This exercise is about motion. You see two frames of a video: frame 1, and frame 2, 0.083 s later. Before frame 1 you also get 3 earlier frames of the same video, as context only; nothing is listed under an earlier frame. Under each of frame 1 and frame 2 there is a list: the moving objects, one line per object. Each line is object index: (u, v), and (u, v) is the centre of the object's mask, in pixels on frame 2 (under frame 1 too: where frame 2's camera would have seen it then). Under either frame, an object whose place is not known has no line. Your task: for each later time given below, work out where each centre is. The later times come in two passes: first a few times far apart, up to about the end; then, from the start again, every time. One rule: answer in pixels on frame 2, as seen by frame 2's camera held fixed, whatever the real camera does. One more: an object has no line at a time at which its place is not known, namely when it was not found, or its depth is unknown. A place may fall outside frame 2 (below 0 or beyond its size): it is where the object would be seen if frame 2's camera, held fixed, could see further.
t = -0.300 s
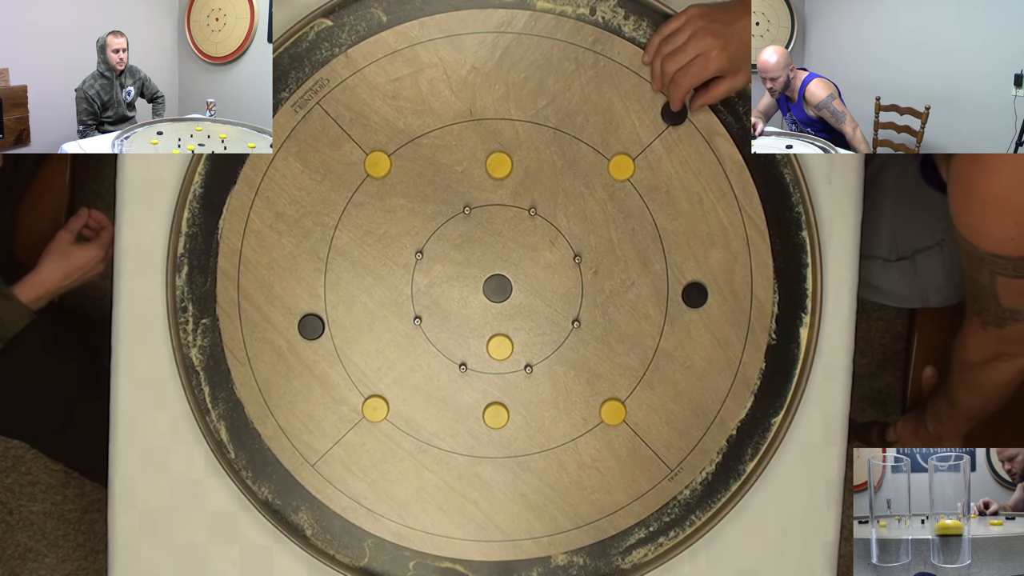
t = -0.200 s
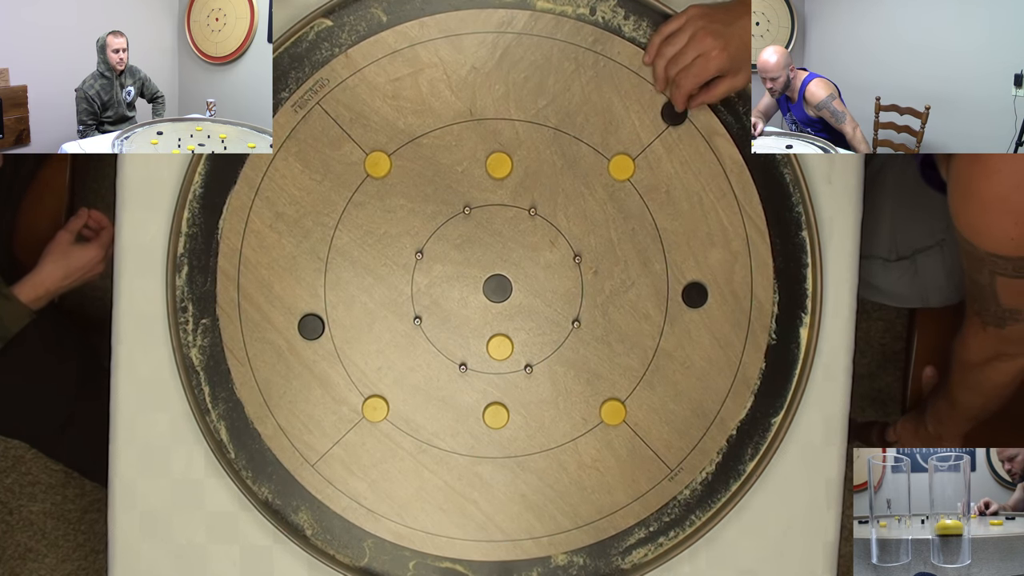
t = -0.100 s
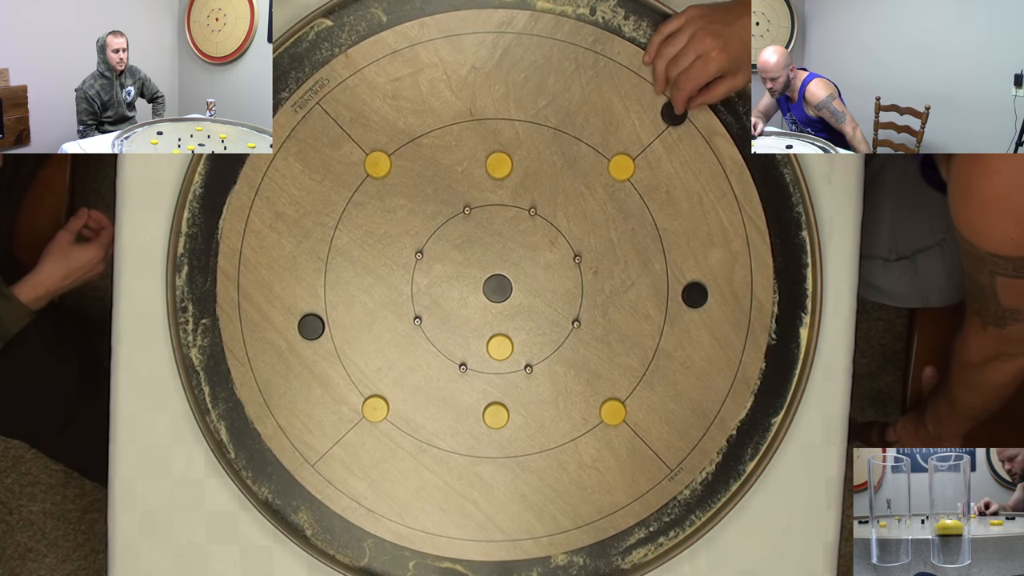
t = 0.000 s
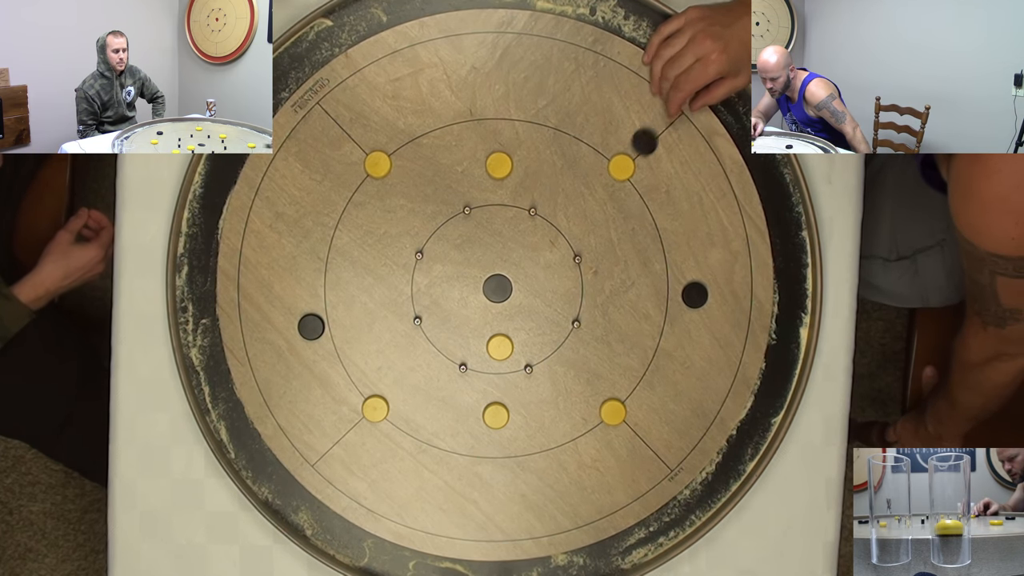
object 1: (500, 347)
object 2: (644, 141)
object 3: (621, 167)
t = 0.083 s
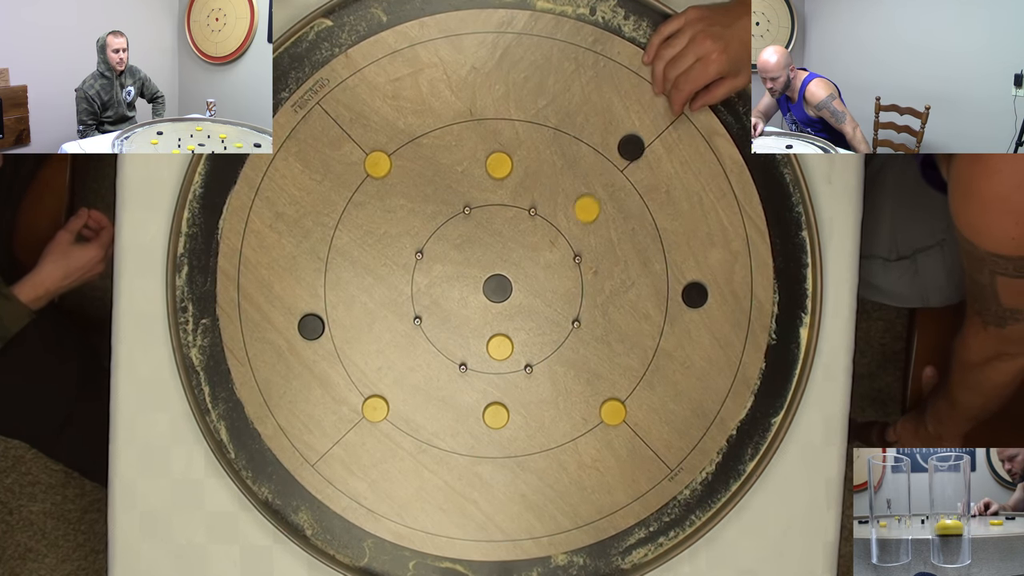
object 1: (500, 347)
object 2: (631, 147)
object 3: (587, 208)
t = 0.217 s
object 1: (500, 347)
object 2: (620, 149)
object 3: (532, 274)
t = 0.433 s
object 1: (501, 354)
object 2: (613, 152)
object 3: (476, 328)
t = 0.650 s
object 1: (501, 356)
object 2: (612, 153)
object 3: (463, 333)
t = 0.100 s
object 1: (500, 347)
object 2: (629, 147)
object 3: (579, 218)
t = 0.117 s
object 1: (500, 347)
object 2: (627, 148)
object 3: (571, 227)
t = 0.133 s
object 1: (500, 347)
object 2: (626, 148)
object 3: (564, 236)
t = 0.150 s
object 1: (500, 347)
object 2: (624, 148)
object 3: (557, 244)
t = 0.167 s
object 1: (500, 347)
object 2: (623, 148)
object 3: (550, 252)
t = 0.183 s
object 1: (500, 347)
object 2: (622, 148)
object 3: (544, 260)
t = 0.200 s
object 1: (500, 347)
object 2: (621, 149)
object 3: (538, 267)
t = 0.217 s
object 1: (500, 347)
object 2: (620, 149)
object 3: (532, 274)
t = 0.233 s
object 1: (500, 347)
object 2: (619, 149)
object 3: (526, 280)
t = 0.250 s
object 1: (499, 347)
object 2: (618, 149)
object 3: (521, 287)
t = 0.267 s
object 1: (499, 347)
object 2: (617, 150)
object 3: (516, 293)
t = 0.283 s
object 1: (500, 347)
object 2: (616, 150)
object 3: (511, 299)
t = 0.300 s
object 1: (500, 347)
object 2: (616, 150)
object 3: (506, 304)
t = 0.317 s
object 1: (500, 347)
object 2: (615, 150)
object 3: (501, 309)
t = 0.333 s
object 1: (500, 347)
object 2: (615, 151)
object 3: (497, 314)
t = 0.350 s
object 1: (500, 347)
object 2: (614, 151)
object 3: (493, 319)
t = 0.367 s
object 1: (500, 348)
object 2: (614, 151)
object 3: (490, 322)
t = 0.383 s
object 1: (500, 350)
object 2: (614, 151)
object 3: (486, 324)
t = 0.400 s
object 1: (501, 352)
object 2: (613, 152)
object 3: (482, 325)
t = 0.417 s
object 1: (501, 353)
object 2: (613, 152)
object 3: (479, 326)
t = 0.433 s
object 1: (501, 354)
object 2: (613, 152)
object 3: (476, 328)
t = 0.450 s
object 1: (501, 355)
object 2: (613, 152)
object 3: (473, 329)
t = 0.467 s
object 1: (501, 356)
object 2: (612, 153)
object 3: (471, 330)
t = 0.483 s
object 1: (501, 356)
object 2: (612, 153)
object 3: (469, 330)
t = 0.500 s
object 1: (501, 357)
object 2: (612, 153)
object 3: (467, 331)
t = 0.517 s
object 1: (501, 356)
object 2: (612, 153)
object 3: (466, 332)
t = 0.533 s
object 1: (501, 357)
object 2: (612, 153)
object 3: (465, 332)
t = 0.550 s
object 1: (501, 356)
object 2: (612, 153)
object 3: (464, 332)
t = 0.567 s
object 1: (501, 356)
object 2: (612, 153)
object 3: (463, 333)
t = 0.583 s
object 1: (501, 356)
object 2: (612, 153)
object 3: (463, 333)
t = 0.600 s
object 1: (501, 357)
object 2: (612, 153)
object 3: (463, 333)
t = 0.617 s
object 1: (501, 357)
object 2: (612, 153)
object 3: (463, 333)
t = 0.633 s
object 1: (501, 356)
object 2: (612, 153)
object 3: (463, 333)
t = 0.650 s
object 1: (501, 356)
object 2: (612, 153)
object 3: (463, 333)
